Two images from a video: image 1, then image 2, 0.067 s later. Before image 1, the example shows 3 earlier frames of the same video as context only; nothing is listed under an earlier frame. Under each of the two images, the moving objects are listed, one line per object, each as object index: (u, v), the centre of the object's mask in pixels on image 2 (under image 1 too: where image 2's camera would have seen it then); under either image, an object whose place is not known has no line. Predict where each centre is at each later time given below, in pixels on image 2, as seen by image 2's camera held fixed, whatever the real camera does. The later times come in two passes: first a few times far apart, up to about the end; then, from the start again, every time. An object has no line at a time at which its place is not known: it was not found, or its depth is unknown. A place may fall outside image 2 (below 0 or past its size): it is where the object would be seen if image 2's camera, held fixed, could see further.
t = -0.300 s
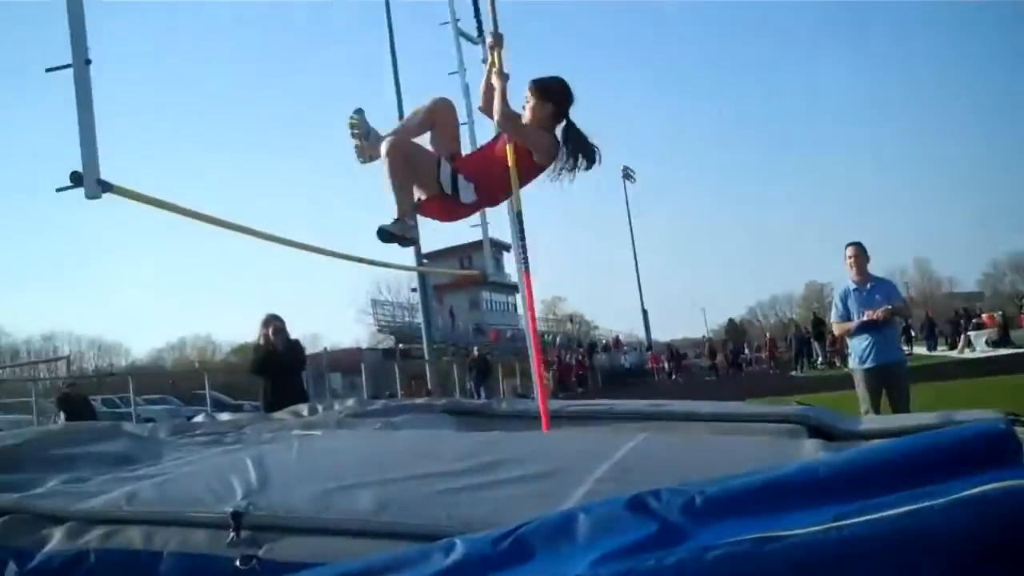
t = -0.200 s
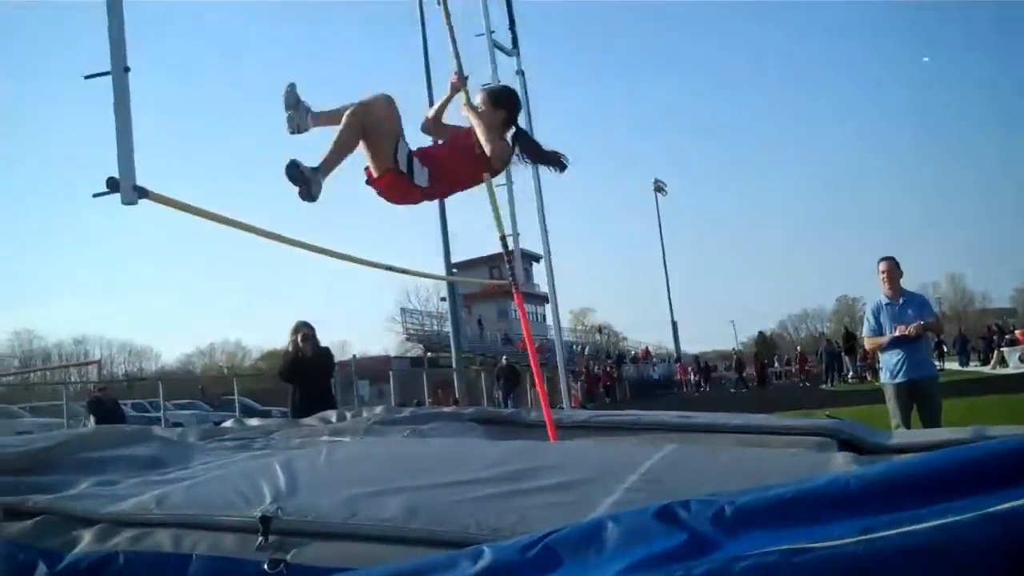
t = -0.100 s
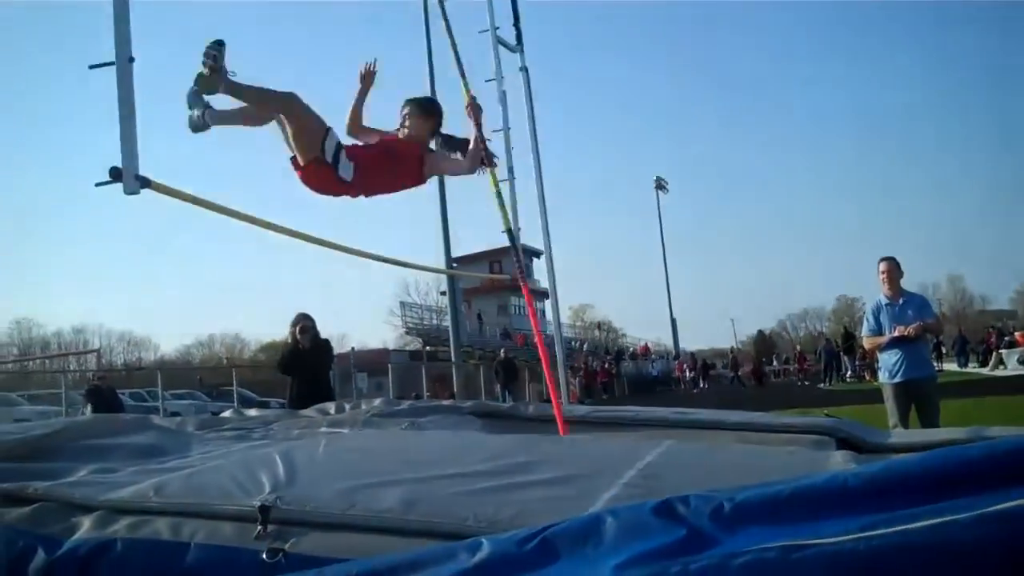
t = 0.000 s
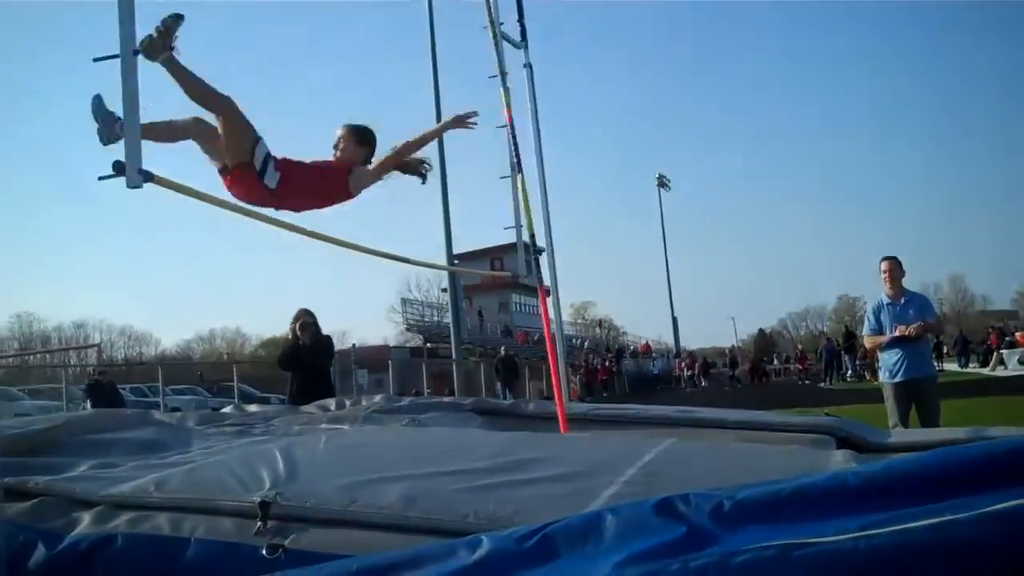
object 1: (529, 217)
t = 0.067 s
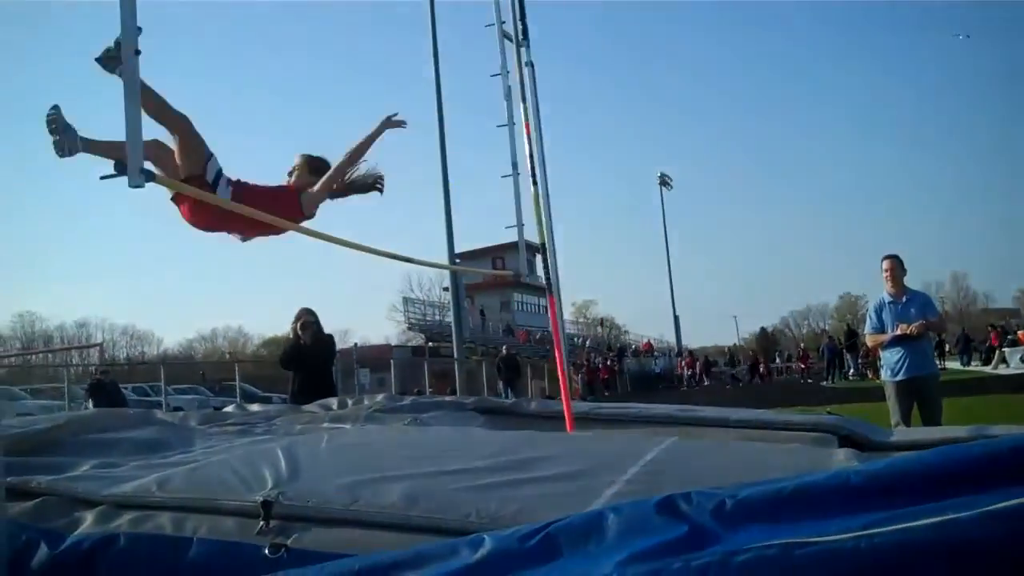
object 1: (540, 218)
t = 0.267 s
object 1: (575, 257)
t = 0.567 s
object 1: (596, 356)
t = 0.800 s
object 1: (578, 337)
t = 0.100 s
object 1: (547, 215)
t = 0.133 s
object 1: (552, 221)
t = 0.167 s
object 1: (557, 217)
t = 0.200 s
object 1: (563, 231)
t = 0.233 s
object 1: (569, 243)
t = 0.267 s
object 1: (575, 257)
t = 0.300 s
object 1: (579, 268)
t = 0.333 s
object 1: (585, 280)
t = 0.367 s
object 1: (590, 294)
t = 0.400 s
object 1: (595, 312)
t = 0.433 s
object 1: (598, 327)
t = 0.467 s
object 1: (599, 343)
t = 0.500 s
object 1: (600, 349)
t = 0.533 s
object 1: (599, 357)
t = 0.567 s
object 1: (596, 356)
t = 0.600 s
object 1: (593, 352)
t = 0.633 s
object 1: (590, 348)
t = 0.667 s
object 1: (587, 343)
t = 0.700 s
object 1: (586, 341)
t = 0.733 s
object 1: (583, 338)
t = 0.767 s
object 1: (580, 338)
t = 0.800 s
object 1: (578, 337)
